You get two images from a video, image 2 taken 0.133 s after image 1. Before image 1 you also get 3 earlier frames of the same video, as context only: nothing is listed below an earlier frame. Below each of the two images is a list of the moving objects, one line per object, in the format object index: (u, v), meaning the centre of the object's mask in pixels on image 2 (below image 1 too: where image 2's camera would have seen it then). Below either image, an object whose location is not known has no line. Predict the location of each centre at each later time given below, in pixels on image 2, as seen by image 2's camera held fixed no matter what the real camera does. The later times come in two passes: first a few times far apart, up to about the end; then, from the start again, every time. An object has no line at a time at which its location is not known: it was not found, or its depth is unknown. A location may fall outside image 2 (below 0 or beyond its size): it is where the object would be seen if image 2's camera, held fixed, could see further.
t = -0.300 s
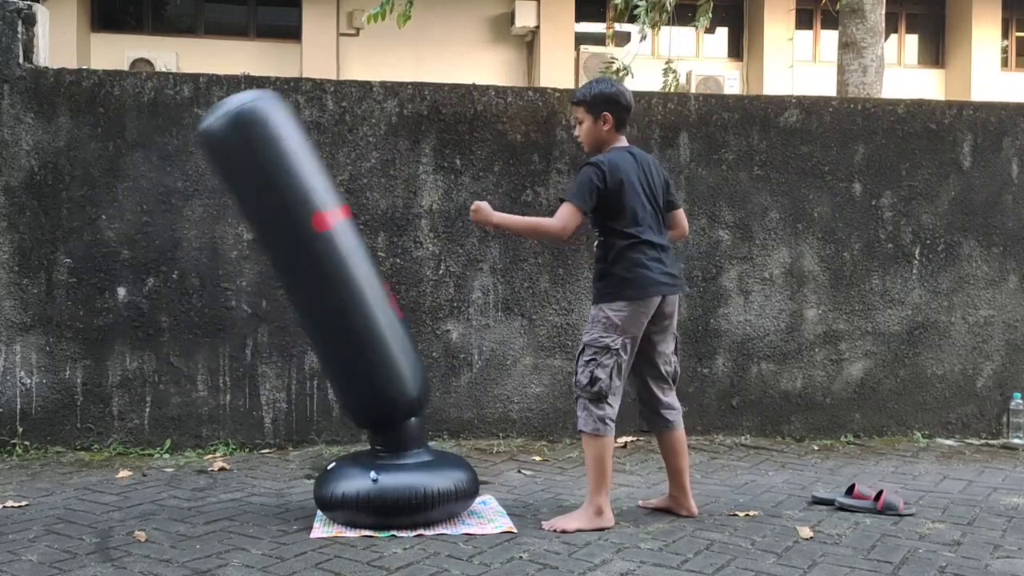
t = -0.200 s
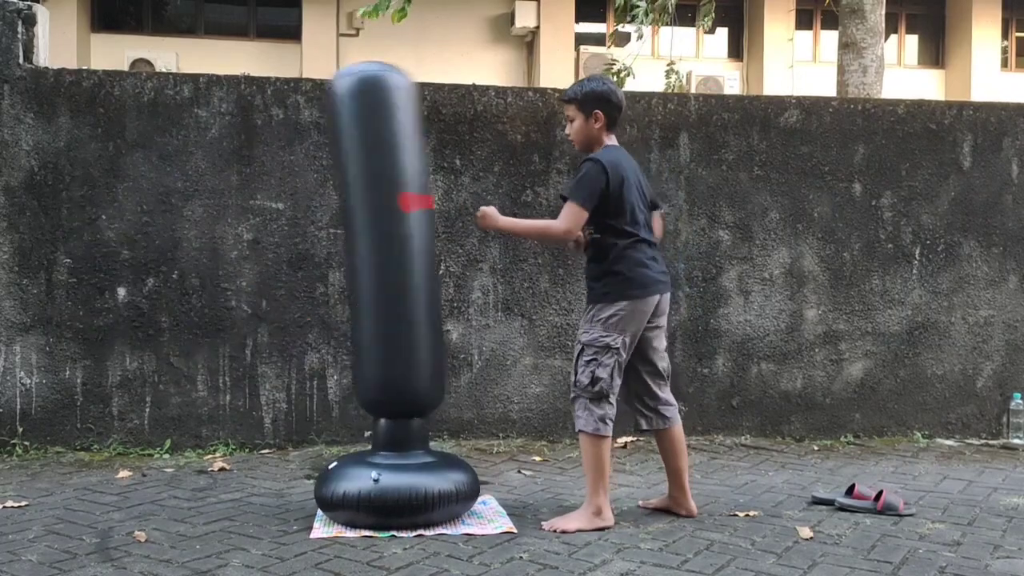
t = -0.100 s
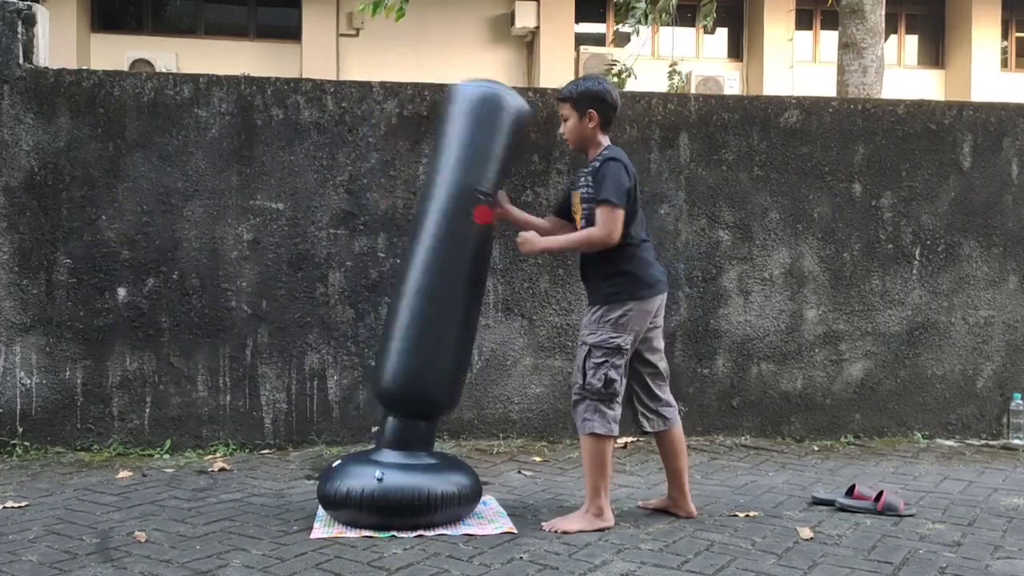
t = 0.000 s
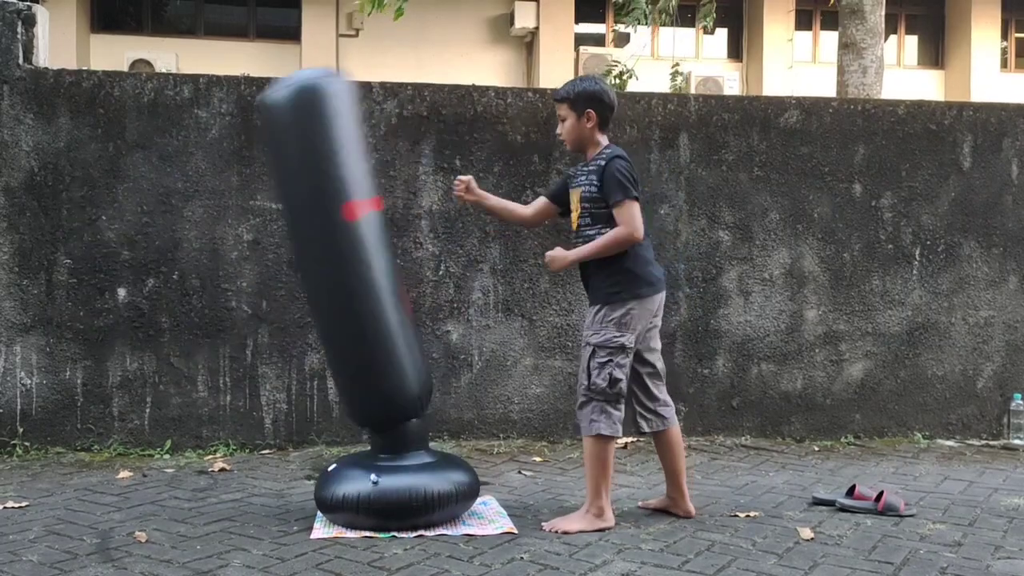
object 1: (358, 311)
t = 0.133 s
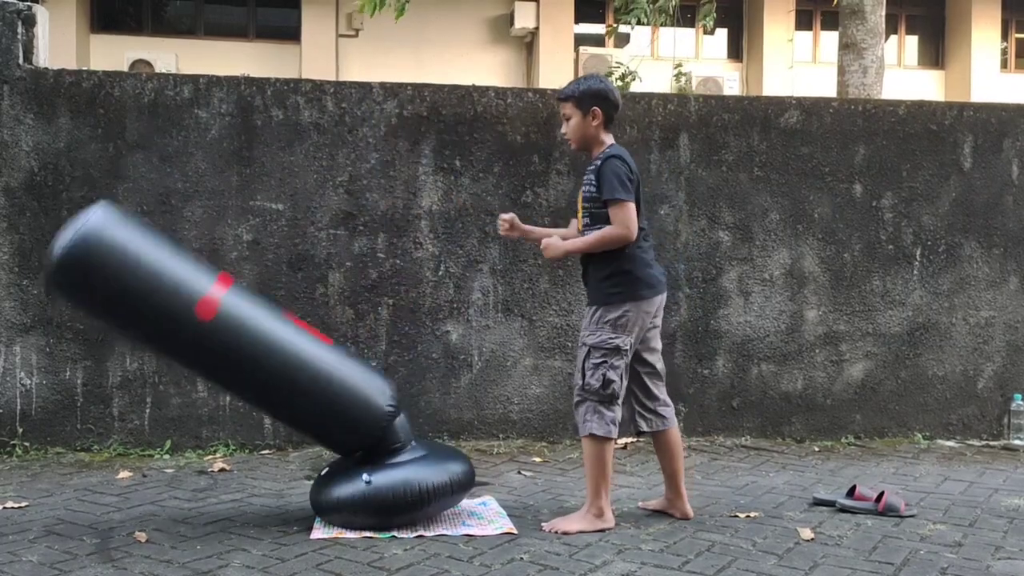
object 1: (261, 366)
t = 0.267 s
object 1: (241, 408)
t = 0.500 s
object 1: (291, 351)
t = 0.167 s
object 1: (250, 382)
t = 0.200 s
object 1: (243, 395)
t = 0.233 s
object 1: (241, 404)
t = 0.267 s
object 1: (241, 408)
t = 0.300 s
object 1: (243, 407)
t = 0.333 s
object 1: (247, 402)
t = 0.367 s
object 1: (252, 394)
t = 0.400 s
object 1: (258, 384)
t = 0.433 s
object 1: (267, 374)
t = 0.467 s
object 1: (278, 363)
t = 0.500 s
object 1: (291, 351)
